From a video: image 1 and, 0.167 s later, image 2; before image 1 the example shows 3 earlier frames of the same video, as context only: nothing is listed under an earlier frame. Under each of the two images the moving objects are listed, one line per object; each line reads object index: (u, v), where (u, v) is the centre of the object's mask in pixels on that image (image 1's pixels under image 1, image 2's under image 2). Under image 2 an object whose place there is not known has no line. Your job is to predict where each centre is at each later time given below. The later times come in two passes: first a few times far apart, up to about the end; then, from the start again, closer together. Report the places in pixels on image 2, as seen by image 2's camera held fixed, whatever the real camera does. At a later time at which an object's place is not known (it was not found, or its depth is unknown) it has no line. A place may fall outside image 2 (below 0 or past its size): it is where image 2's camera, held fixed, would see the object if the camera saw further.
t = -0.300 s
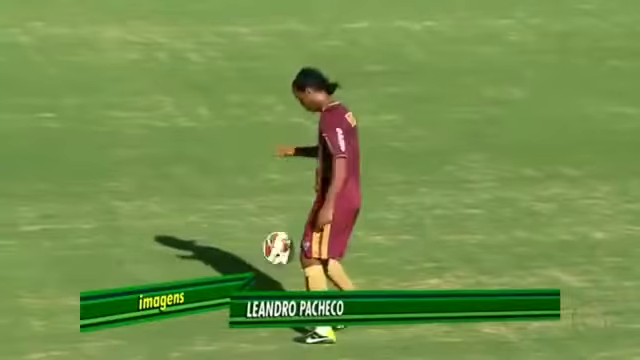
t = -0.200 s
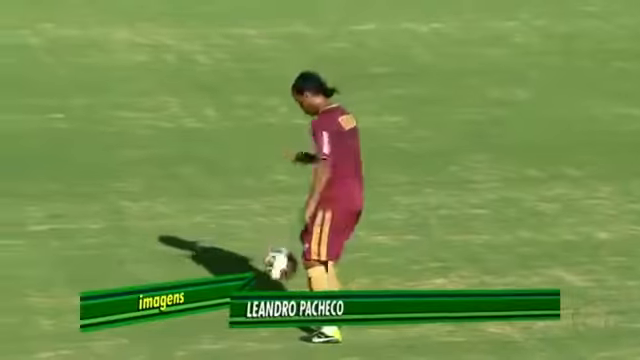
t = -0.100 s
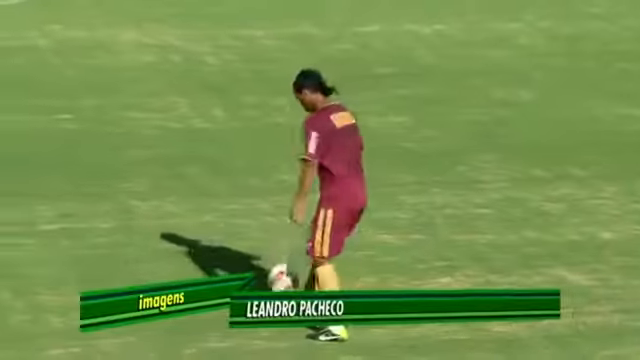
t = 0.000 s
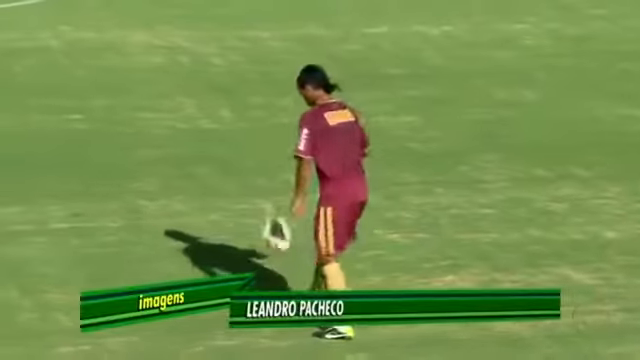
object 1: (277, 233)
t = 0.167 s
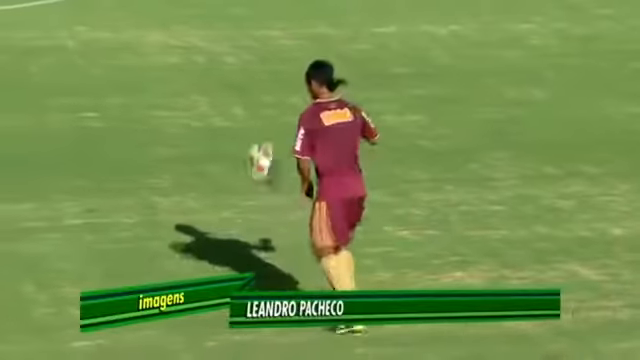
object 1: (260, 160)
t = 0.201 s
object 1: (260, 158)
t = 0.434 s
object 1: (229, 105)
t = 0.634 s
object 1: (202, 90)
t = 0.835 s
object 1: (177, 100)
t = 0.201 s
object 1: (260, 158)
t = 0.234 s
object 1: (254, 145)
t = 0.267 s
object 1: (251, 138)
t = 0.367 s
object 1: (236, 114)
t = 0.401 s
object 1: (234, 109)
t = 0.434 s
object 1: (229, 105)
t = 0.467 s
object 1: (225, 101)
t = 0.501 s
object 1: (221, 98)
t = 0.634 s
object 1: (202, 90)
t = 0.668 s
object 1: (197, 91)
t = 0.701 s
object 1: (195, 91)
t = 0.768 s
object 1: (184, 96)
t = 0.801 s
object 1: (178, 99)
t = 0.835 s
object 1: (177, 100)
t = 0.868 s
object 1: (174, 107)
